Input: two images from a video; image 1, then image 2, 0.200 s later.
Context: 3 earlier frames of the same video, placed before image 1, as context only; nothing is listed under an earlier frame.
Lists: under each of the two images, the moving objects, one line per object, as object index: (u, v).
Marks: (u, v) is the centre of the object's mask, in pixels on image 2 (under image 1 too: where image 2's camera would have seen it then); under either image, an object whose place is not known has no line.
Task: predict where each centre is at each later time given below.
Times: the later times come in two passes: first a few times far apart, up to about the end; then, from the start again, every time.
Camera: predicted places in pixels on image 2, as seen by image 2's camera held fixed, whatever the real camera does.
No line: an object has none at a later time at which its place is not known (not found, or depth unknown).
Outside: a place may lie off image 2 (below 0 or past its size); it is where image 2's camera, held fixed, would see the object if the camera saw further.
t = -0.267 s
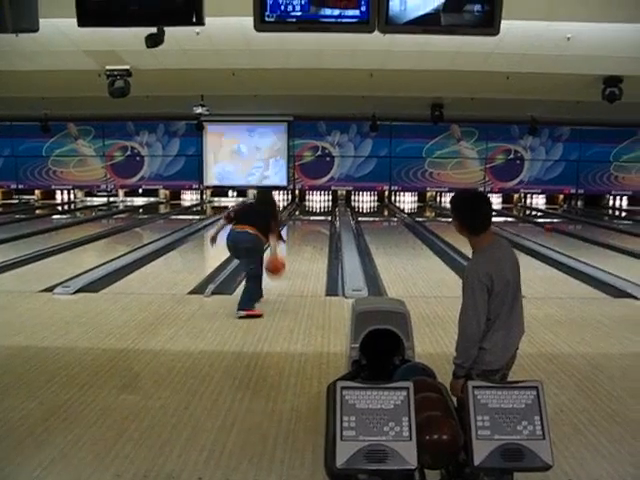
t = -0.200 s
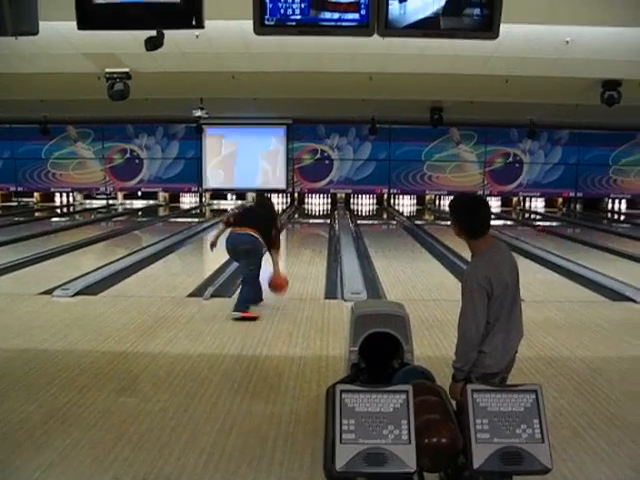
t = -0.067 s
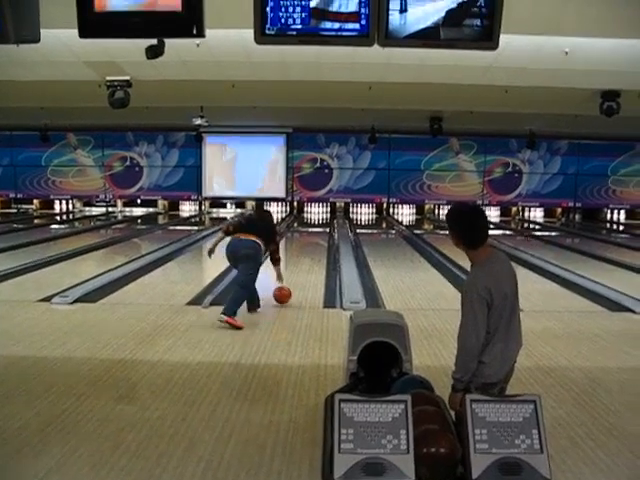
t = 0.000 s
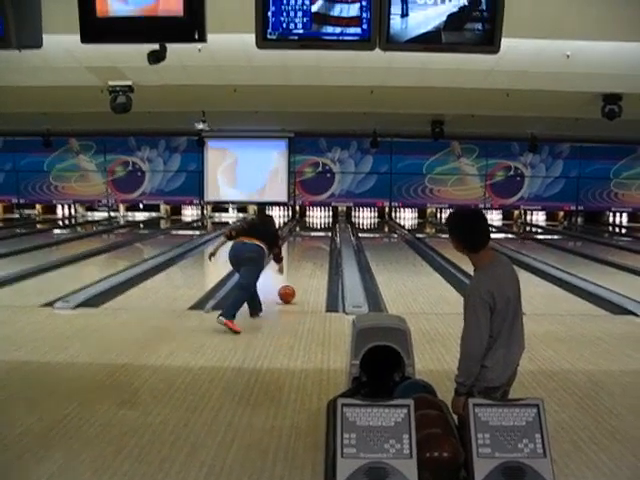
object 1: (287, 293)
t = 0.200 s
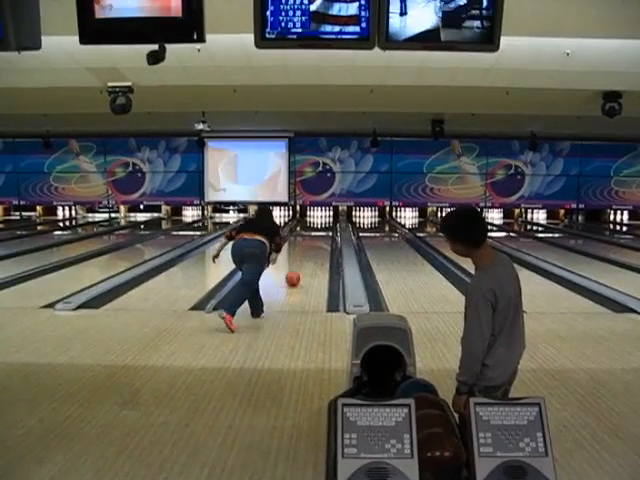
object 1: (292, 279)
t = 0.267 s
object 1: (294, 275)
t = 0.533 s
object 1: (298, 261)
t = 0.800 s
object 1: (303, 251)
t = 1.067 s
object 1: (306, 243)
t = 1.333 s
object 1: (308, 237)
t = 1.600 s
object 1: (310, 232)
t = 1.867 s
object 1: (312, 229)
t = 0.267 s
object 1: (294, 275)
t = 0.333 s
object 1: (295, 271)
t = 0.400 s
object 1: (296, 267)
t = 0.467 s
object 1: (297, 264)
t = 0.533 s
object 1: (298, 261)
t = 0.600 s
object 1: (300, 258)
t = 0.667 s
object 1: (301, 256)
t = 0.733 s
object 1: (301, 253)
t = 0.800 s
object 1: (303, 251)
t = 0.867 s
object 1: (303, 249)
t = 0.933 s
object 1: (304, 247)
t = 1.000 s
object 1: (305, 244)
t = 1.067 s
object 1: (306, 243)
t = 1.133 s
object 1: (306, 242)
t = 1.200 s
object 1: (307, 240)
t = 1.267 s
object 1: (308, 239)
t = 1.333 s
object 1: (308, 237)
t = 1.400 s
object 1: (308, 236)
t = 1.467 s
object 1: (309, 236)
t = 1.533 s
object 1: (309, 234)
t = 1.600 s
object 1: (310, 232)
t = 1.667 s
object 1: (310, 231)
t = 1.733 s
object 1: (311, 229)
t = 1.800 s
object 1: (311, 230)
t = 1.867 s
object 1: (312, 229)
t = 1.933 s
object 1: (313, 228)
